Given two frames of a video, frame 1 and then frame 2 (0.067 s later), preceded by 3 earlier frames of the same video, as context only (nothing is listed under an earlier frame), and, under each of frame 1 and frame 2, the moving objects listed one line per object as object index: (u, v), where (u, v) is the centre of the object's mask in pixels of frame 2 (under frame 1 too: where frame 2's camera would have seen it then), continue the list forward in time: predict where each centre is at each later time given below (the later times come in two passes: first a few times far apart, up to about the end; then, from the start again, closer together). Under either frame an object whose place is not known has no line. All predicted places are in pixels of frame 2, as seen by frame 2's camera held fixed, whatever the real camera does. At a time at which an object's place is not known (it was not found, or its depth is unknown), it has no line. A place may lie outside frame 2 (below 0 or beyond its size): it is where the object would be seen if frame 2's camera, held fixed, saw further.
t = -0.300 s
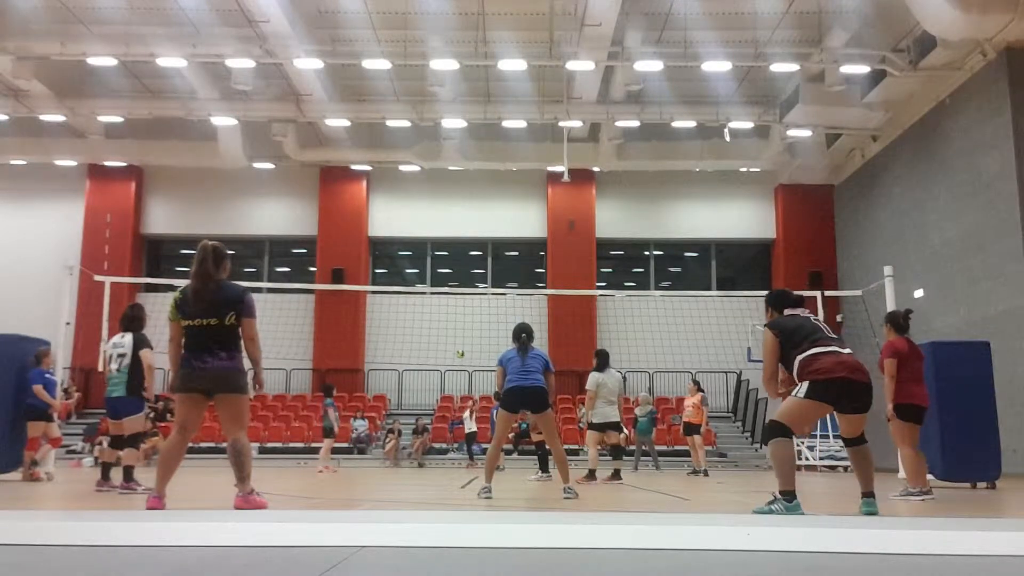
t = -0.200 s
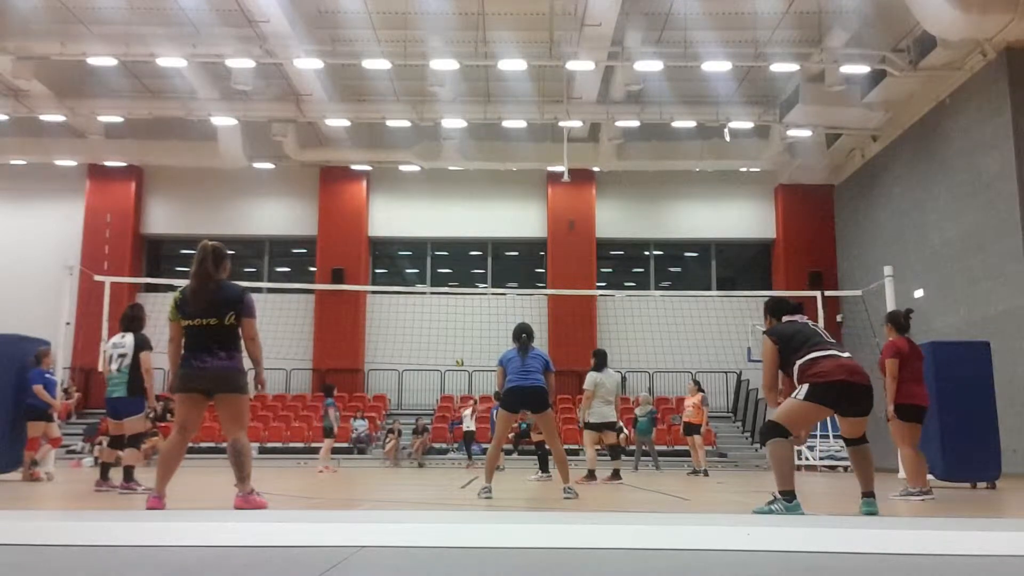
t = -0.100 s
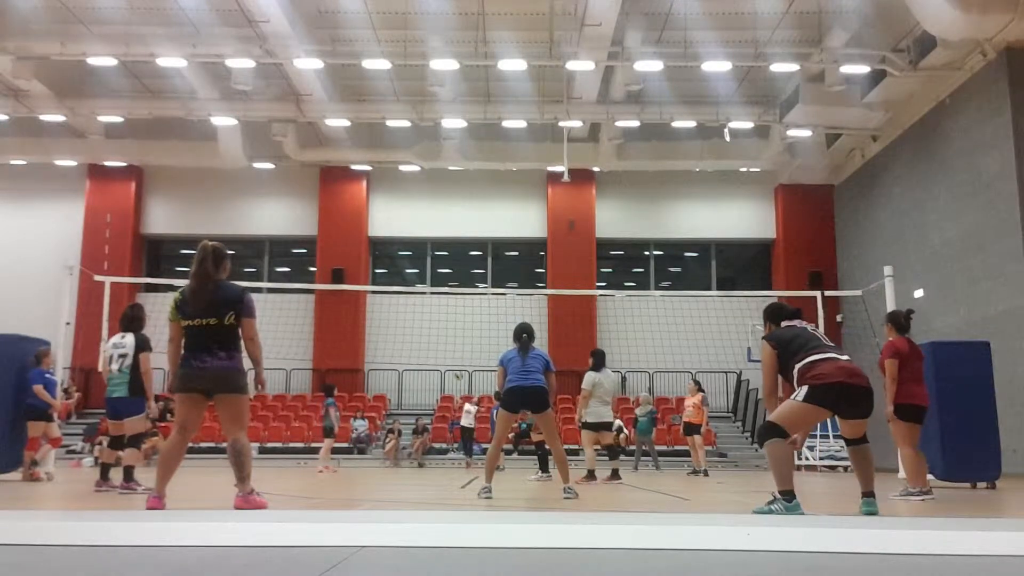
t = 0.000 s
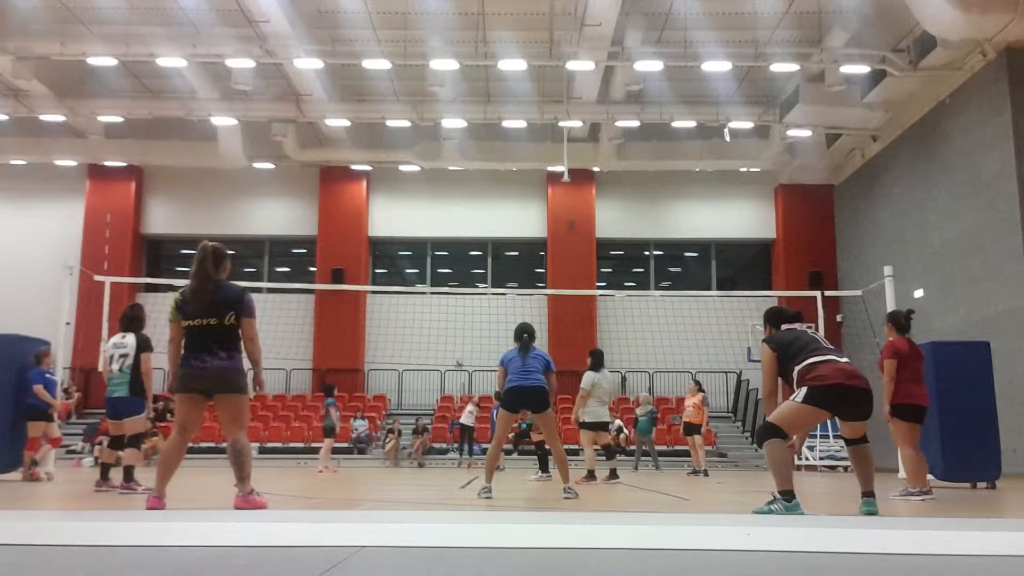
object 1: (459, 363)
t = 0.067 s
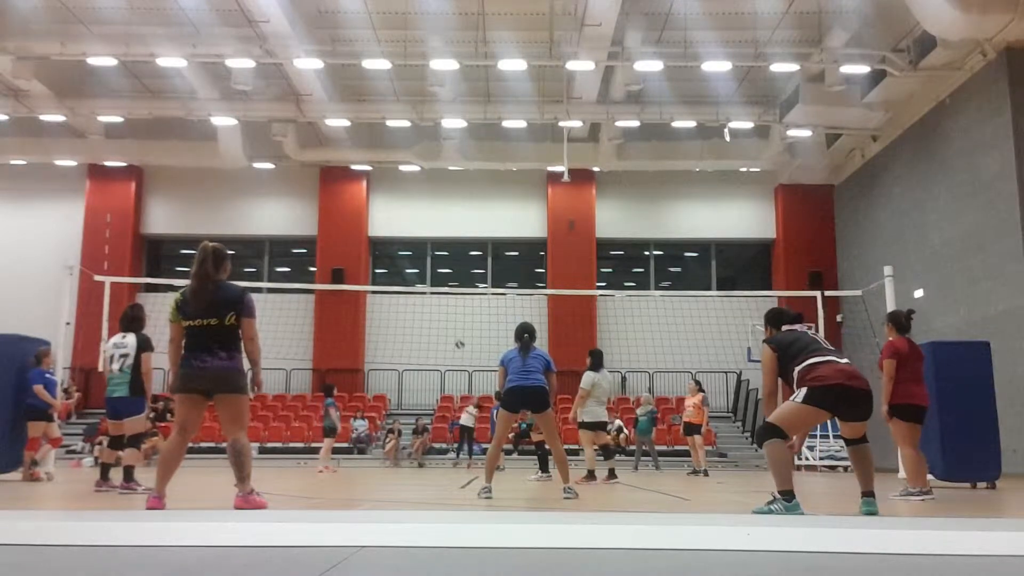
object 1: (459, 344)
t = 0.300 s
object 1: (458, 281)
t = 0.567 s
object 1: (452, 228)
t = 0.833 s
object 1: (438, 211)
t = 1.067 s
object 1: (415, 250)
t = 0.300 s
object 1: (458, 281)
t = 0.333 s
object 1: (458, 273)
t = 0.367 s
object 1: (457, 265)
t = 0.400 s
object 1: (456, 258)
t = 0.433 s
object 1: (455, 251)
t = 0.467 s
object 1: (455, 245)
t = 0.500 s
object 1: (454, 239)
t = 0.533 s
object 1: (453, 233)
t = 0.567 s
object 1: (452, 228)
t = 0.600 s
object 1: (450, 221)
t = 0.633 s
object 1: (446, 217)
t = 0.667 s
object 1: (442, 212)
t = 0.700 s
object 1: (441, 212)
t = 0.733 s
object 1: (445, 211)
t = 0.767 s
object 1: (439, 209)
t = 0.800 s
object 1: (440, 210)
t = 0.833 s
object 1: (438, 211)
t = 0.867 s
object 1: (433, 213)
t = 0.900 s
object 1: (431, 215)
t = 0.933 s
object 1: (429, 218)
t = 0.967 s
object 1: (427, 223)
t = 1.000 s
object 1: (424, 230)
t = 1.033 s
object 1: (419, 239)
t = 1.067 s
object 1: (415, 250)
